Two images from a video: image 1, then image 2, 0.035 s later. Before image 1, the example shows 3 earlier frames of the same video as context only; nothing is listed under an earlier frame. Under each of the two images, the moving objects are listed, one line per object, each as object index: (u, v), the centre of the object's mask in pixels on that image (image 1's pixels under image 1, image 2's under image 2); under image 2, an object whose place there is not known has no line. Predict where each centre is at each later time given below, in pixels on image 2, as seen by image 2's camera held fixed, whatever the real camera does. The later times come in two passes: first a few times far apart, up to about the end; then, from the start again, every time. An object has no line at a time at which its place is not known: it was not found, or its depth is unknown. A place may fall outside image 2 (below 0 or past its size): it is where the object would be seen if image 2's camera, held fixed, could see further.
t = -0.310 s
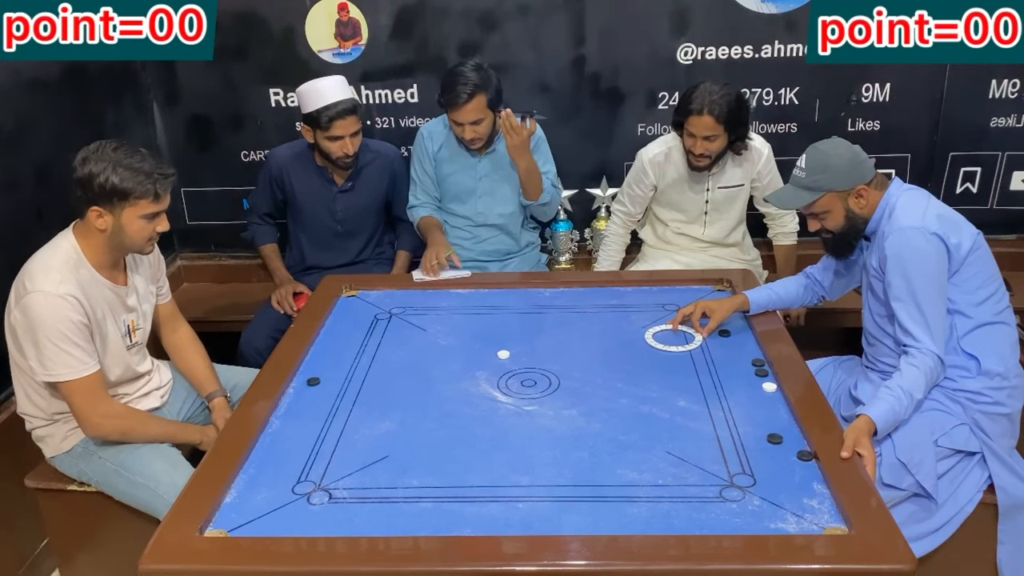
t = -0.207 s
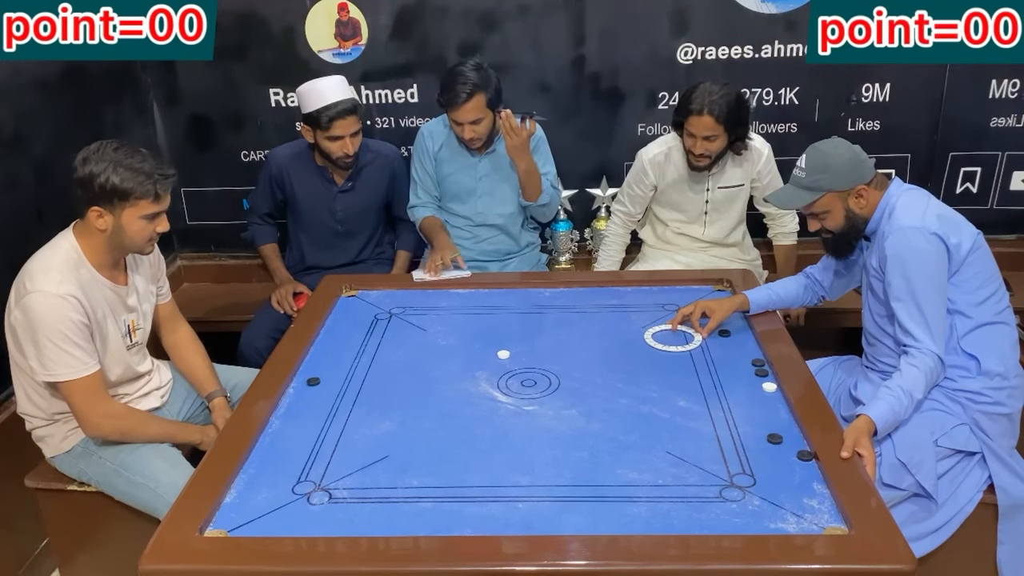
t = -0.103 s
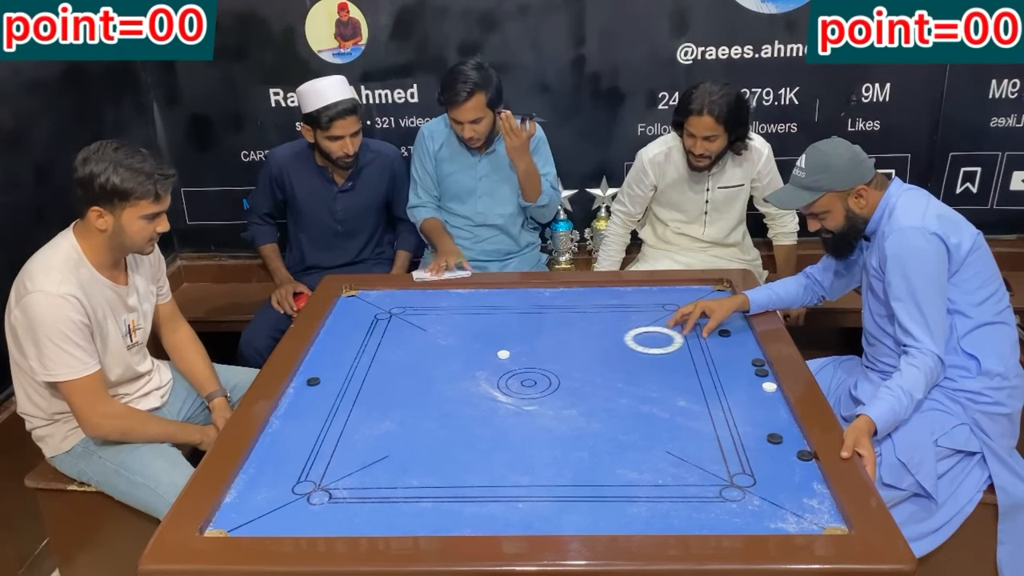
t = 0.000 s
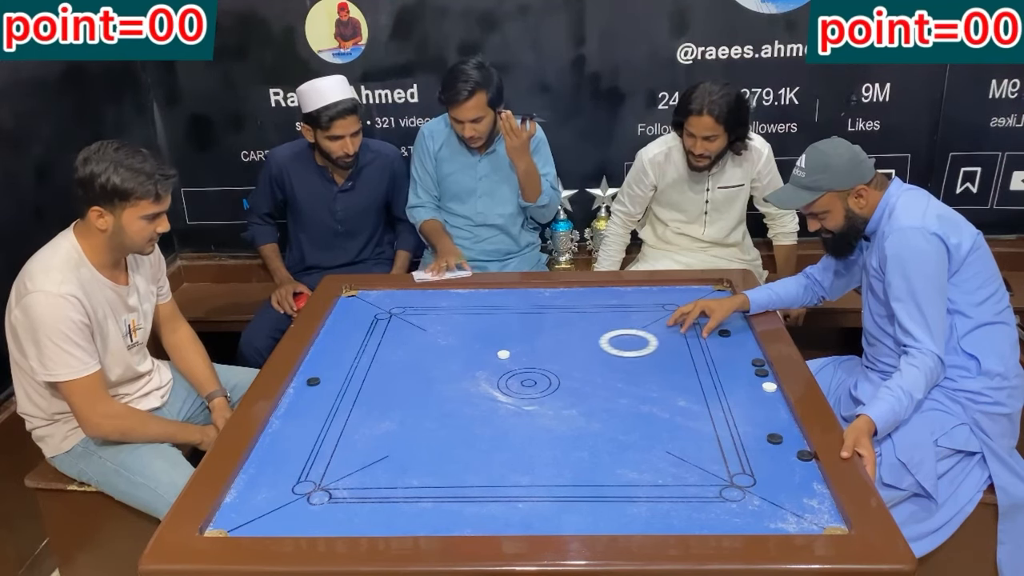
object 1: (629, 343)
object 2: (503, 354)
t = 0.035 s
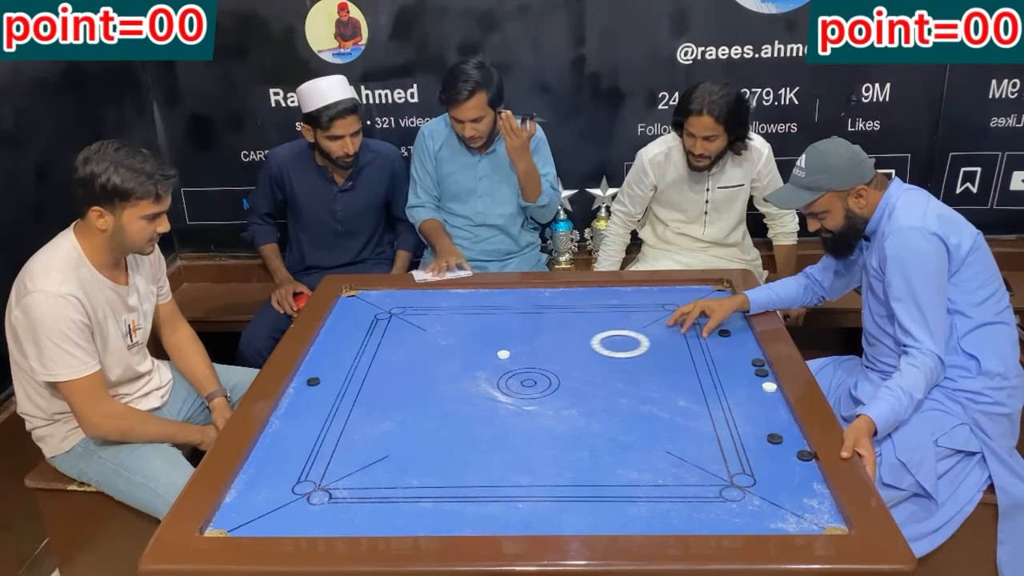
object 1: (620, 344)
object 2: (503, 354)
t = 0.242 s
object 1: (562, 350)
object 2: (503, 354)
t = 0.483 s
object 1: (511, 356)
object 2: (472, 357)
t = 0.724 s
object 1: (466, 362)
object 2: (419, 361)
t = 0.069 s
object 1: (603, 346)
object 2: (503, 354)
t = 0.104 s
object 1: (595, 347)
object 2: (503, 354)
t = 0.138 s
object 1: (587, 347)
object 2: (503, 354)
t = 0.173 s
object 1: (579, 348)
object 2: (503, 354)
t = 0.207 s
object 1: (571, 349)
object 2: (503, 354)
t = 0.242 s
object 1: (562, 350)
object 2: (503, 354)
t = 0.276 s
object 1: (554, 351)
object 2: (503, 353)
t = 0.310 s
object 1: (546, 352)
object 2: (503, 354)
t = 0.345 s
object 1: (538, 353)
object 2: (503, 354)
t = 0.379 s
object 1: (531, 354)
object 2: (495, 355)
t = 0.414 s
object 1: (525, 354)
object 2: (487, 355)
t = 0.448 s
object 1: (518, 356)
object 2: (479, 356)
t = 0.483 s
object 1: (511, 356)
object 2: (472, 357)
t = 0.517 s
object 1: (505, 357)
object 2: (464, 357)
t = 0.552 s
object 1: (498, 358)
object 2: (457, 358)
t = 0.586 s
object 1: (492, 358)
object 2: (449, 359)
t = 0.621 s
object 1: (485, 359)
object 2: (441, 359)
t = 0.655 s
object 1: (479, 360)
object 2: (434, 360)
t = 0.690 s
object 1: (473, 361)
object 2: (426, 361)
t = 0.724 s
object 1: (466, 362)
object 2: (419, 361)
